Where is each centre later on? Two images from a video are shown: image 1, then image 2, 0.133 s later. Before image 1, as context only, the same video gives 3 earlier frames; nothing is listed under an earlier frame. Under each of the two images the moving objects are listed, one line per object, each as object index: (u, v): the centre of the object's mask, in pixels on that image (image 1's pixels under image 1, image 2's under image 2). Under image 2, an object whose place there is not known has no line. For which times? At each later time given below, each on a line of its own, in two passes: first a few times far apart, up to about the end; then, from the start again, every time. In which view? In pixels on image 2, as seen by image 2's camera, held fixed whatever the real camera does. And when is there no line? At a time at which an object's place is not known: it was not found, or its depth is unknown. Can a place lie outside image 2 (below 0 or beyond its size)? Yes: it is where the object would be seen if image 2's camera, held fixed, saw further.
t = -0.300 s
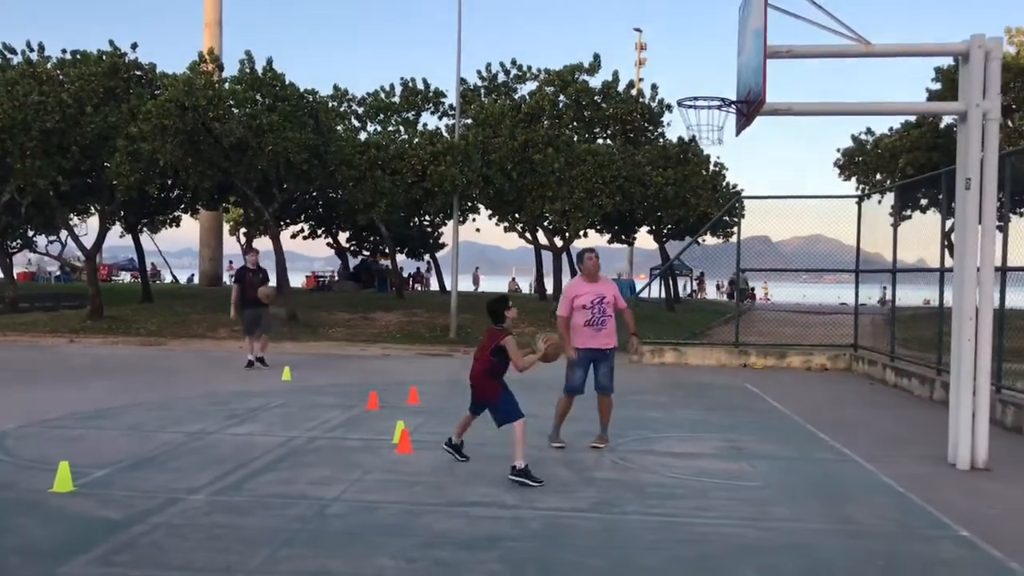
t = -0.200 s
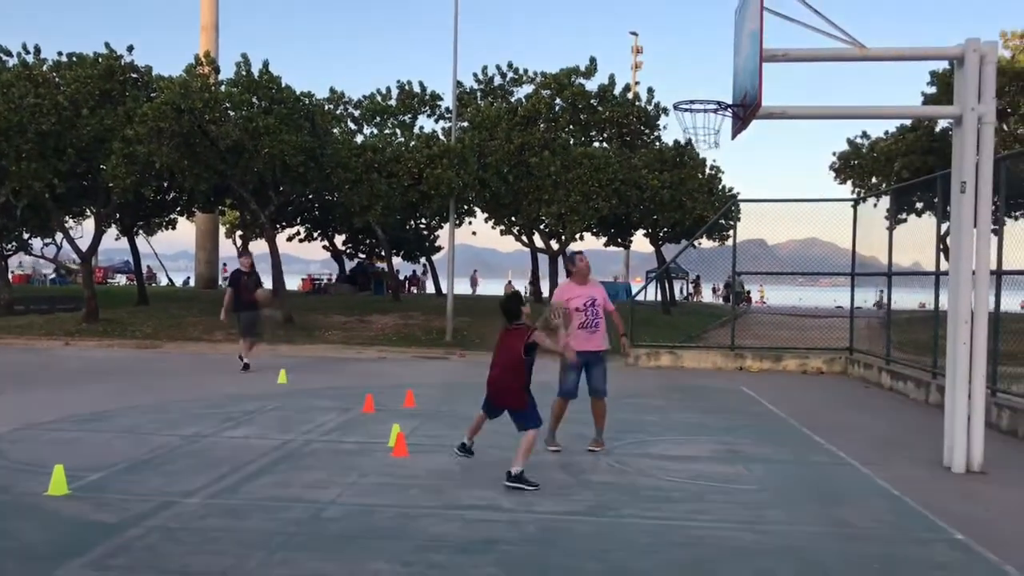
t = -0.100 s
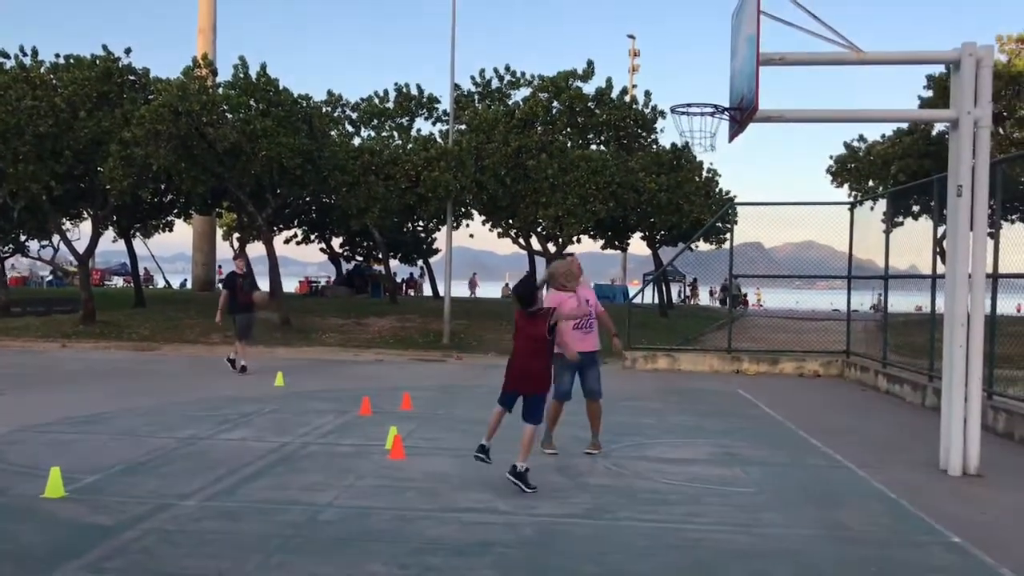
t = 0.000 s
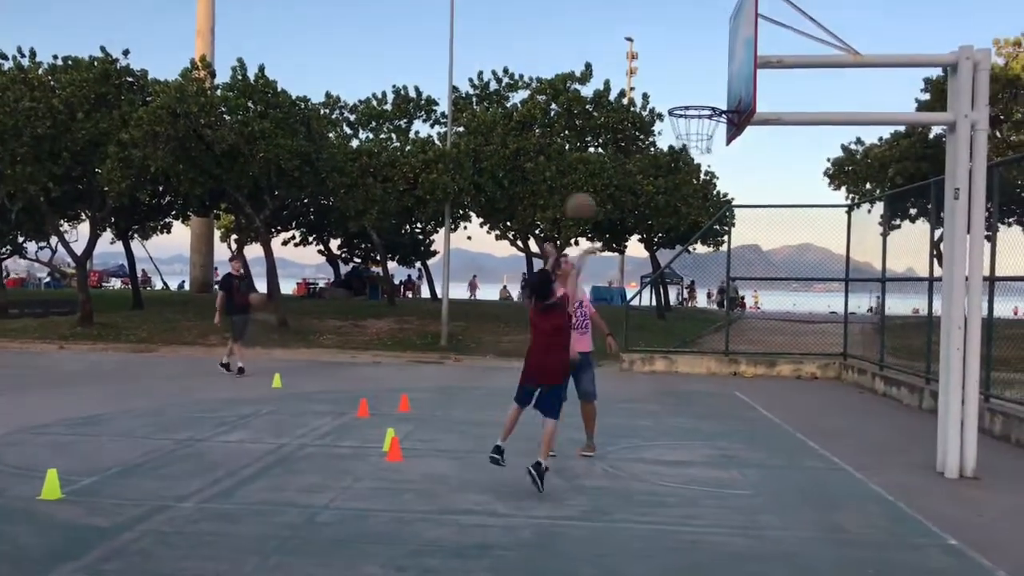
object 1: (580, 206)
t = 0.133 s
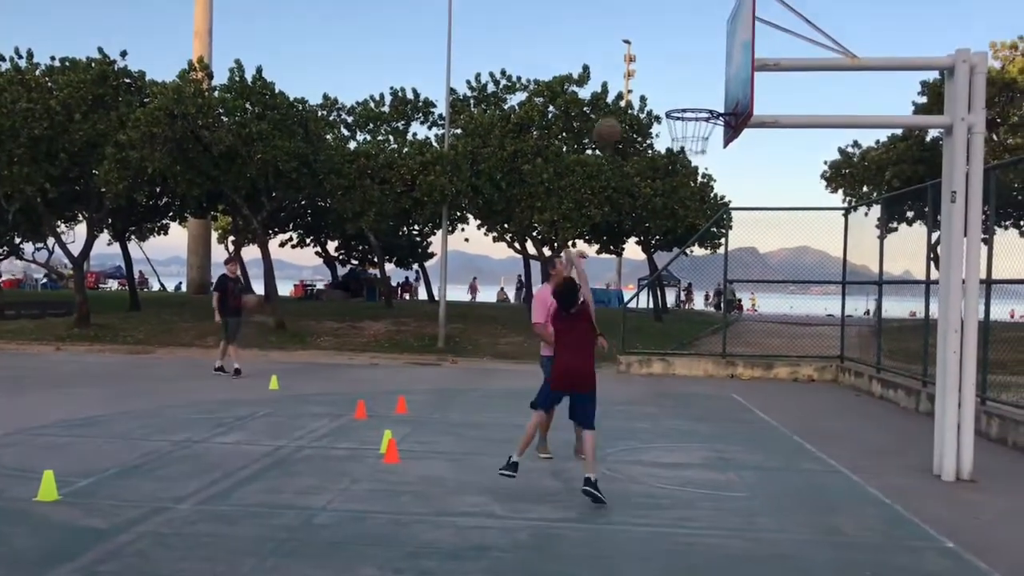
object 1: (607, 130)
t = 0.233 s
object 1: (630, 90)
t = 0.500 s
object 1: (682, 44)
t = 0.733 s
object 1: (721, 72)
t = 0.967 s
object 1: (682, 87)
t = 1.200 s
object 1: (640, 88)
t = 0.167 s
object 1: (615, 115)
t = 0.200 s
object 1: (623, 102)
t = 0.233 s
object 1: (630, 90)
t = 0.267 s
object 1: (636, 79)
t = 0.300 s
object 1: (643, 70)
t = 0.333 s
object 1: (650, 63)
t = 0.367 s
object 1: (656, 56)
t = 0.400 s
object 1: (663, 51)
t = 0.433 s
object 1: (669, 47)
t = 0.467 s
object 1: (675, 45)
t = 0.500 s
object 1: (682, 44)
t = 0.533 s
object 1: (688, 44)
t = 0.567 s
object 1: (694, 46)
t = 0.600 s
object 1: (699, 49)
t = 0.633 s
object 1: (705, 52)
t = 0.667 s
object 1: (711, 58)
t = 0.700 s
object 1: (716, 64)
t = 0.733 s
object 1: (721, 72)
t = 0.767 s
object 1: (717, 78)
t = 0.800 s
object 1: (712, 85)
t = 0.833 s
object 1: (706, 94)
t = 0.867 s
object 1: (700, 103)
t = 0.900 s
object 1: (694, 97)
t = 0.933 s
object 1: (688, 91)
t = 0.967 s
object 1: (682, 87)
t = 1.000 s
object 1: (676, 83)
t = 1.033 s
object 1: (671, 81)
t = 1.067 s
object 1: (665, 80)
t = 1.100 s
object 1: (659, 80)
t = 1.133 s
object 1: (653, 81)
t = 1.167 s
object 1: (647, 84)
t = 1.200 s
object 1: (640, 88)
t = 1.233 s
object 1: (634, 94)
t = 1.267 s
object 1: (627, 99)
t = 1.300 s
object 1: (621, 107)
